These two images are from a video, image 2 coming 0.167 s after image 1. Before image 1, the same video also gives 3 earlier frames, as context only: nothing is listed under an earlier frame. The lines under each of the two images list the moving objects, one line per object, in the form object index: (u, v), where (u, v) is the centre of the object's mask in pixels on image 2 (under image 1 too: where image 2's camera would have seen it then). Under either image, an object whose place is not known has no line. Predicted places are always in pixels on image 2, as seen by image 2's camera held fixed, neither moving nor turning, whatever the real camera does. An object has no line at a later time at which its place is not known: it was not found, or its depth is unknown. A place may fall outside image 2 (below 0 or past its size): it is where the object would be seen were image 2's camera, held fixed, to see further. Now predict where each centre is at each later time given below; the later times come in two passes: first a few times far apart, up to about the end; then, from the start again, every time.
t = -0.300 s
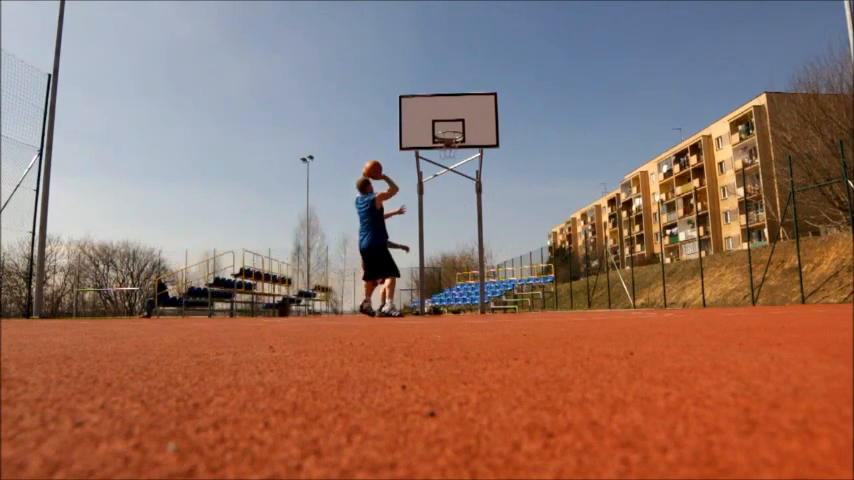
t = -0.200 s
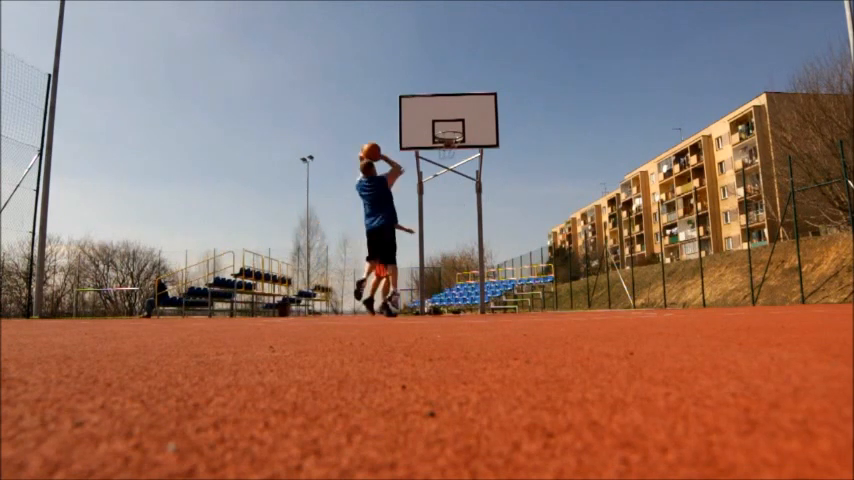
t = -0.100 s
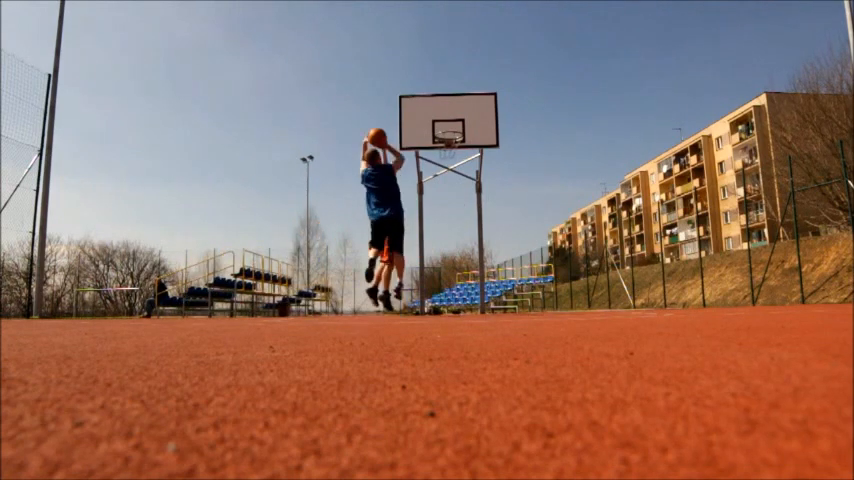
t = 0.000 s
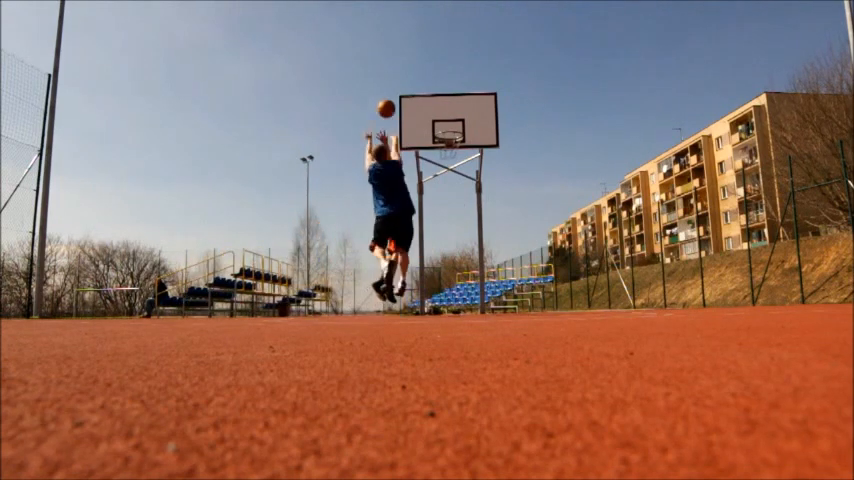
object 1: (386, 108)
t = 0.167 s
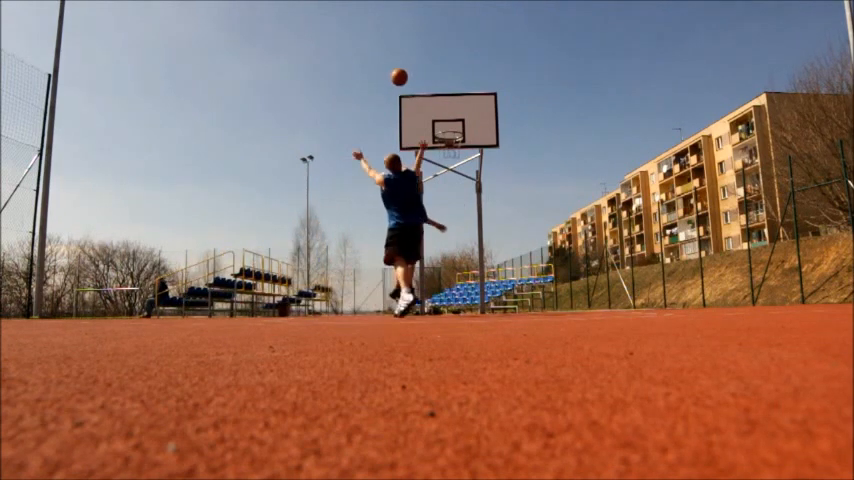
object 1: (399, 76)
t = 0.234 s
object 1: (403, 70)
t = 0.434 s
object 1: (417, 66)
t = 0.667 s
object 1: (432, 90)
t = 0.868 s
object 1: (444, 126)
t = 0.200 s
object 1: (402, 72)
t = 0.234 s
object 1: (403, 70)
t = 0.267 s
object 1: (406, 67)
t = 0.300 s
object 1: (409, 66)
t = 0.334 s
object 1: (410, 65)
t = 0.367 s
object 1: (413, 65)
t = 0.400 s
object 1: (416, 65)
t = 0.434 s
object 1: (417, 66)
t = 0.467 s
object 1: (420, 68)
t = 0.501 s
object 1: (422, 71)
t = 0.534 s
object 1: (423, 73)
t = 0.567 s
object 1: (426, 77)
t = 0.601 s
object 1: (428, 82)
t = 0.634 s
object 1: (430, 85)
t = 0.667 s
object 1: (432, 90)
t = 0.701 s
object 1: (434, 98)
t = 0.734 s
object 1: (436, 101)
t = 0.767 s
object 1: (438, 110)
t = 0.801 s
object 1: (440, 118)
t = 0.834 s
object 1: (441, 123)
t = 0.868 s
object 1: (444, 126)
